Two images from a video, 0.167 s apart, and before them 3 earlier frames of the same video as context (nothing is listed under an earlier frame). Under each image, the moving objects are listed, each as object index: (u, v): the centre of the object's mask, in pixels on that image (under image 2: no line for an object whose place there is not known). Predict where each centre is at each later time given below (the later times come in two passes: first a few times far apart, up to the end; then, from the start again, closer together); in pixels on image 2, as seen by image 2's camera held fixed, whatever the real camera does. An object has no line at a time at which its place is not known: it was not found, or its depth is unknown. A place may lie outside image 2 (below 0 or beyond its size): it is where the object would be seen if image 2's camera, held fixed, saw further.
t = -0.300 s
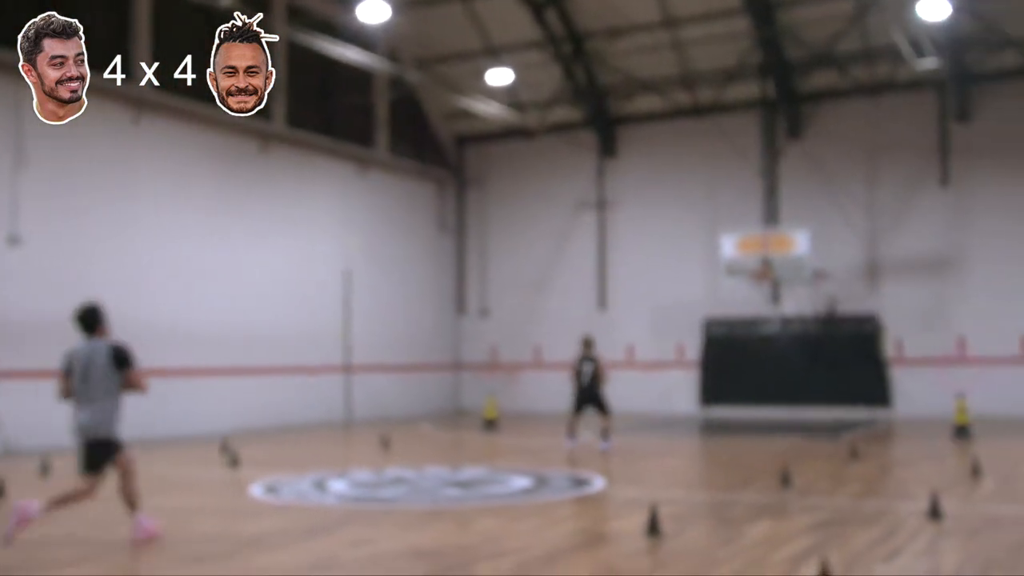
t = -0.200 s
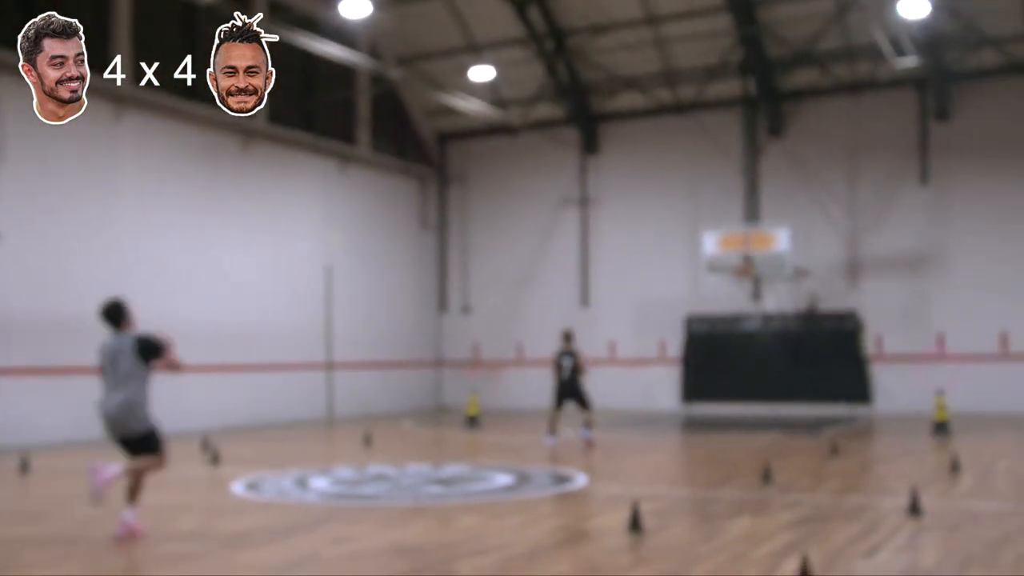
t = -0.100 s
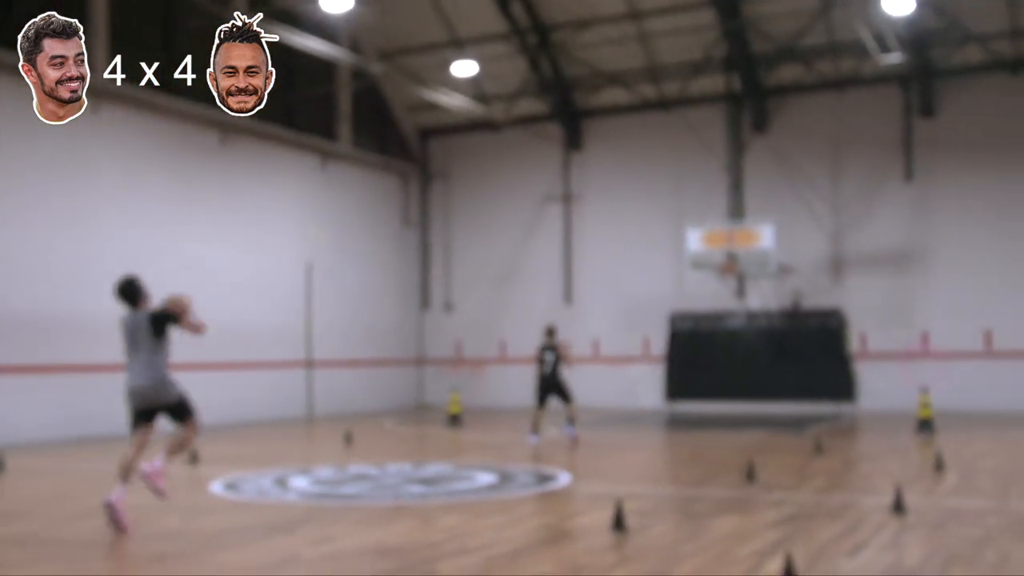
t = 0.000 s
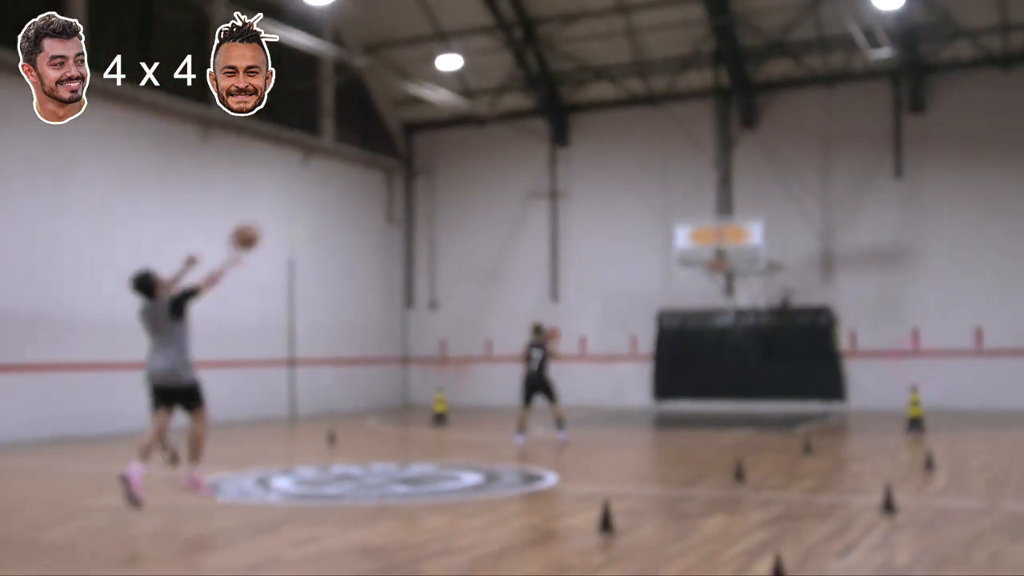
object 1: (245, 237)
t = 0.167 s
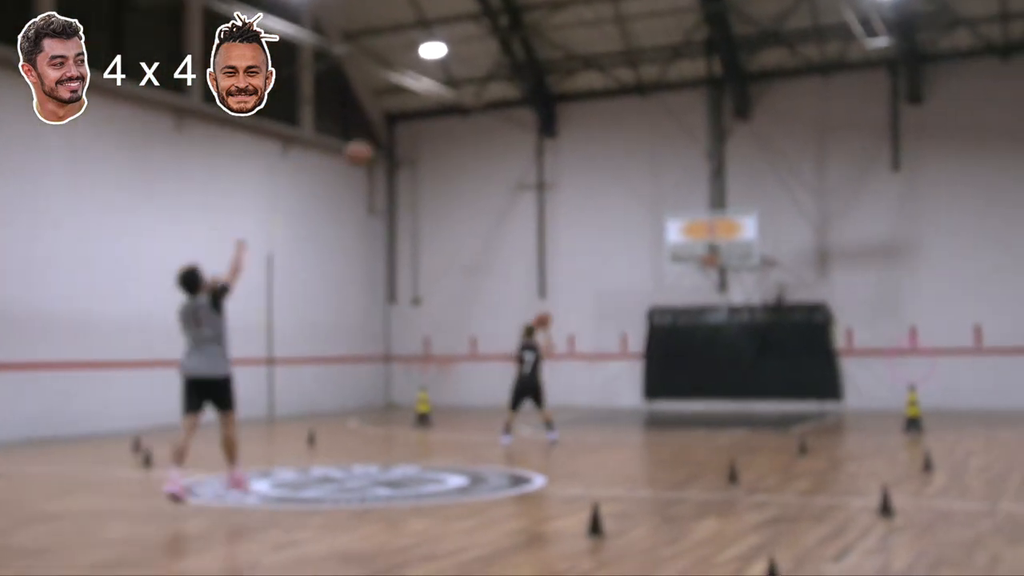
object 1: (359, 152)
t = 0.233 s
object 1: (402, 135)
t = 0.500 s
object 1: (537, 122)
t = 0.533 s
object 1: (550, 122)
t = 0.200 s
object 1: (381, 143)
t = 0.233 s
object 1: (402, 135)
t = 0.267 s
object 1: (421, 131)
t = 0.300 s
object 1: (442, 126)
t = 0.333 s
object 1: (459, 123)
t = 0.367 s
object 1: (477, 122)
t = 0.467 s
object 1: (523, 123)
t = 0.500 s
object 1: (537, 122)
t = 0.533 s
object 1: (550, 122)
